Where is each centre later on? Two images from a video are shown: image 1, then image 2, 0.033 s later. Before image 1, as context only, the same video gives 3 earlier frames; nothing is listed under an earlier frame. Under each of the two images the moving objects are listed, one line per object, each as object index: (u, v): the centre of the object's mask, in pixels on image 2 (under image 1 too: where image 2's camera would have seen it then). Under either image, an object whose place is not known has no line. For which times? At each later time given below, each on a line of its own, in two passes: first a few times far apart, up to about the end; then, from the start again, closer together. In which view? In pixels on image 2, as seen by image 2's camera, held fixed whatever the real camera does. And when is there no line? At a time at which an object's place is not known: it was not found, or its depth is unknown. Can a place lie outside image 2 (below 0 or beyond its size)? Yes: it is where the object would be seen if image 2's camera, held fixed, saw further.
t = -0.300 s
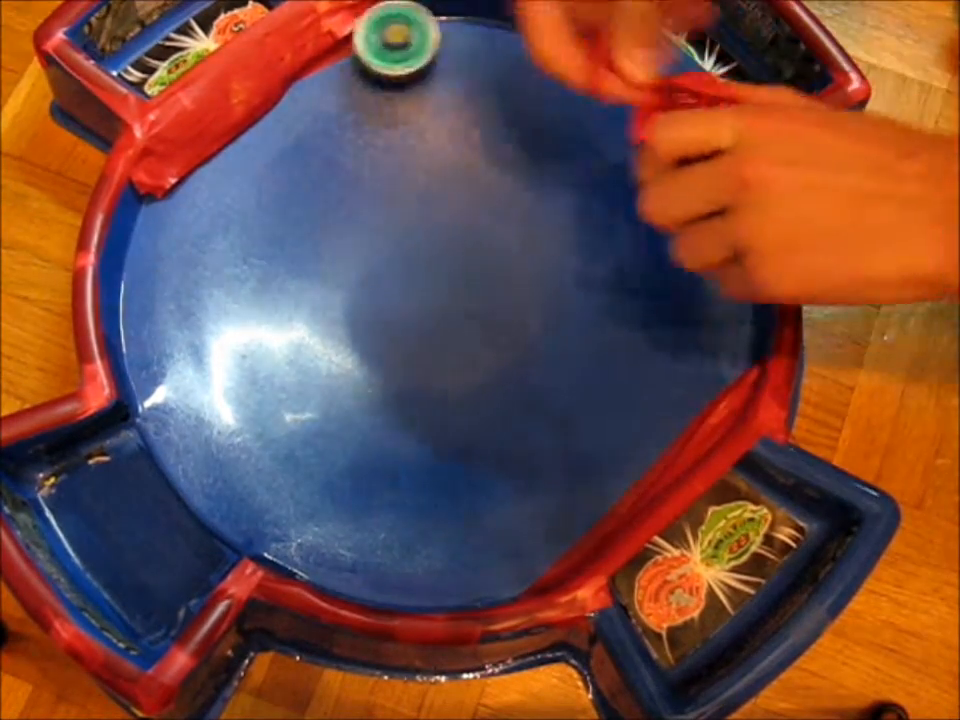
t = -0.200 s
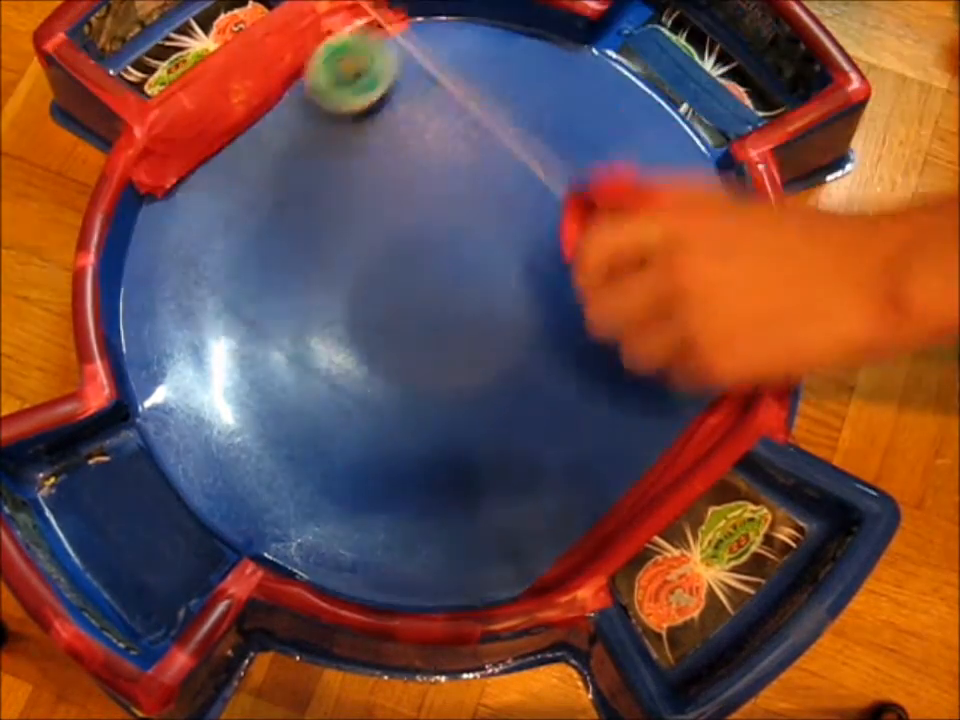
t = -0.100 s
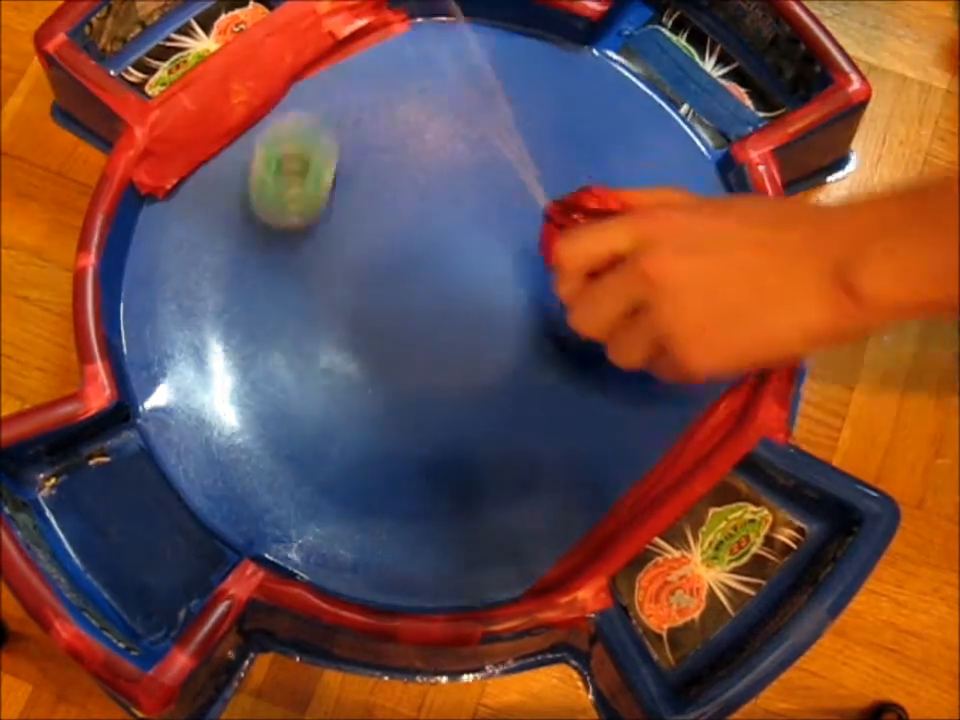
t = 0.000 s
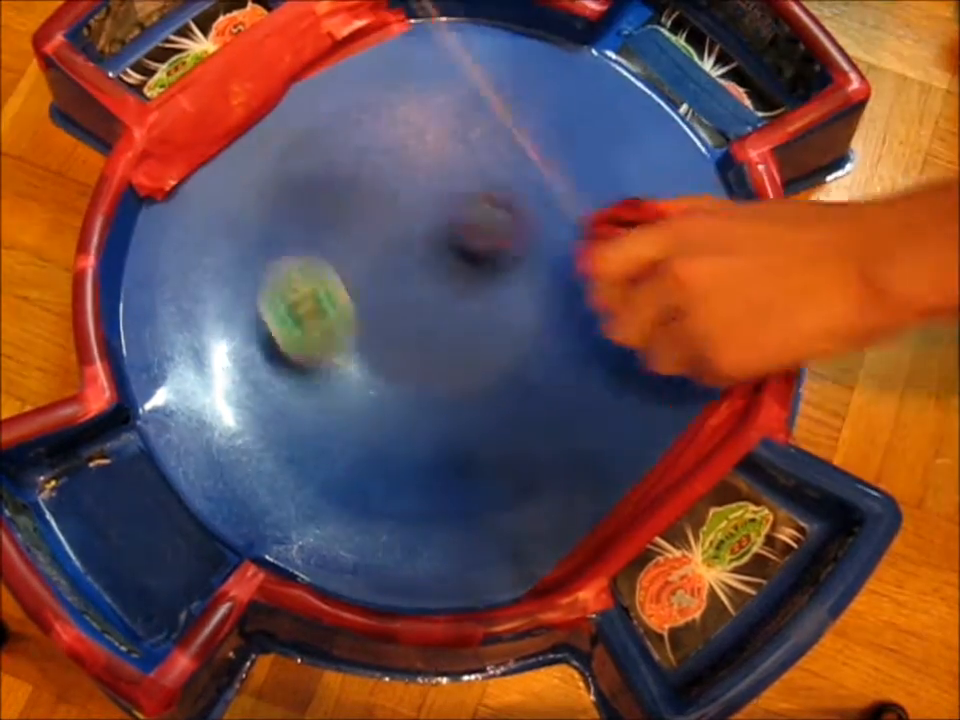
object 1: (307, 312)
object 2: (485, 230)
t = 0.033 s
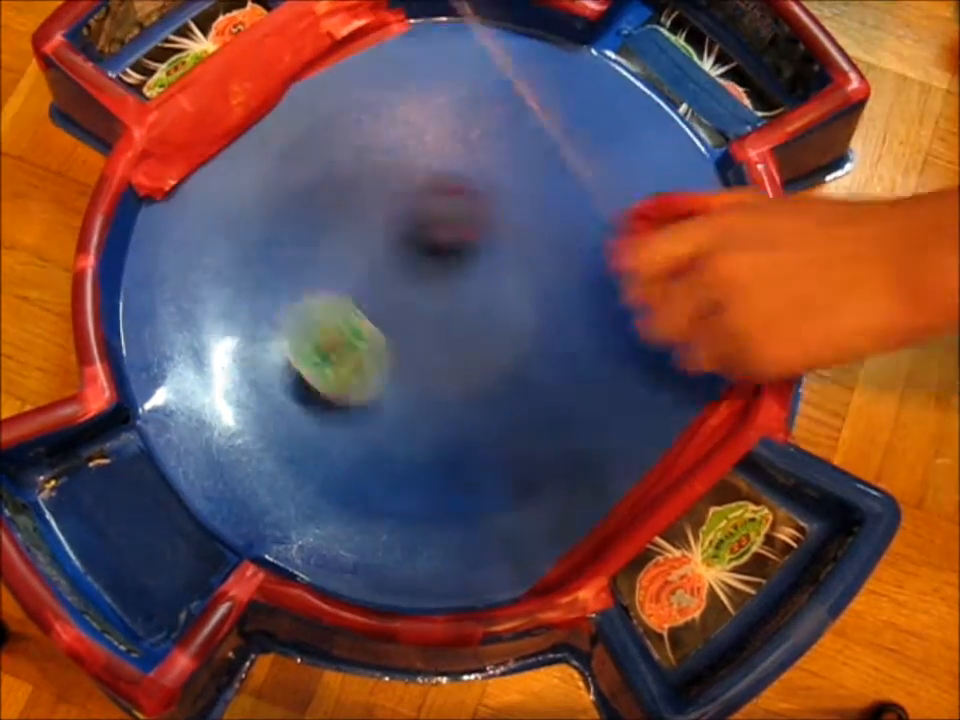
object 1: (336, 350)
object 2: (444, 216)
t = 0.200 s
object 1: (570, 388)
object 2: (252, 337)
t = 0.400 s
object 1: (698, 204)
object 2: (359, 521)
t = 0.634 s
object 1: (594, 139)
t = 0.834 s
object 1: (264, 102)
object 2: (400, 173)
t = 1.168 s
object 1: (223, 504)
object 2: (319, 469)
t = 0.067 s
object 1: (378, 384)
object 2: (401, 219)
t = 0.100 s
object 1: (423, 403)
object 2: (353, 231)
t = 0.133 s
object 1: (471, 412)
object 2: (312, 258)
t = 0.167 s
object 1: (523, 406)
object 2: (278, 293)
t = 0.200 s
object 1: (570, 388)
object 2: (252, 337)
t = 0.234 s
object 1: (612, 361)
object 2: (241, 390)
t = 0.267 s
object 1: (648, 325)
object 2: (240, 442)
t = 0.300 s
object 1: (672, 285)
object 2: (245, 494)
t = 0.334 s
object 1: (689, 247)
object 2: (268, 516)
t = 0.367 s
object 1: (697, 221)
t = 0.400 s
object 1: (698, 204)
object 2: (359, 521)
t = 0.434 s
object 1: (695, 193)
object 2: (403, 523)
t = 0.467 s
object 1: (687, 183)
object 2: (453, 517)
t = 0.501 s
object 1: (675, 172)
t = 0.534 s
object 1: (661, 163)
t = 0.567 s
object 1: (645, 155)
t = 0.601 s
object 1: (623, 147)
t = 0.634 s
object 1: (594, 139)
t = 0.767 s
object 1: (377, 88)
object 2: (493, 181)
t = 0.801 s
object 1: (317, 82)
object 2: (448, 172)
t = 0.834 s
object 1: (264, 102)
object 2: (400, 173)
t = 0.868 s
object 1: (218, 137)
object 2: (349, 180)
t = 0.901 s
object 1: (176, 193)
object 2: (302, 197)
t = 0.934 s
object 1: (157, 248)
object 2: (266, 221)
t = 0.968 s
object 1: (153, 300)
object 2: (234, 253)
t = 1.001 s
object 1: (151, 346)
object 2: (221, 292)
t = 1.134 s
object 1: (221, 524)
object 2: (283, 439)
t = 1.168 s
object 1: (223, 504)
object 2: (319, 469)
